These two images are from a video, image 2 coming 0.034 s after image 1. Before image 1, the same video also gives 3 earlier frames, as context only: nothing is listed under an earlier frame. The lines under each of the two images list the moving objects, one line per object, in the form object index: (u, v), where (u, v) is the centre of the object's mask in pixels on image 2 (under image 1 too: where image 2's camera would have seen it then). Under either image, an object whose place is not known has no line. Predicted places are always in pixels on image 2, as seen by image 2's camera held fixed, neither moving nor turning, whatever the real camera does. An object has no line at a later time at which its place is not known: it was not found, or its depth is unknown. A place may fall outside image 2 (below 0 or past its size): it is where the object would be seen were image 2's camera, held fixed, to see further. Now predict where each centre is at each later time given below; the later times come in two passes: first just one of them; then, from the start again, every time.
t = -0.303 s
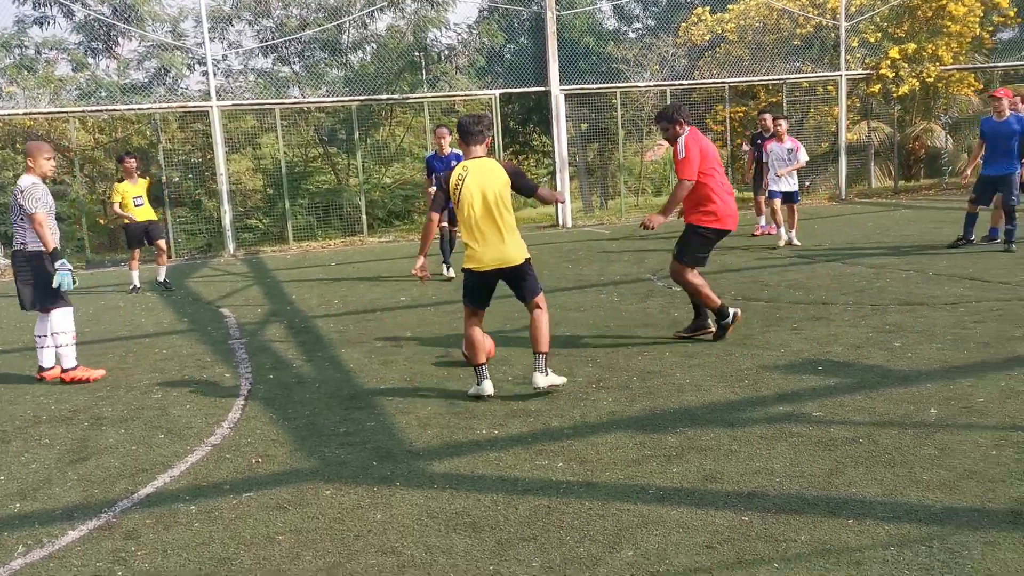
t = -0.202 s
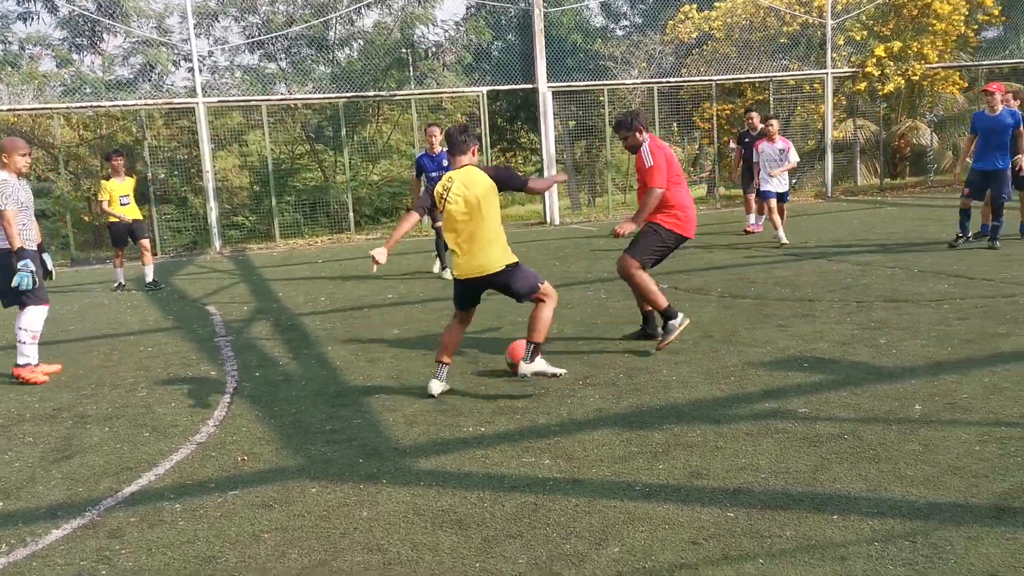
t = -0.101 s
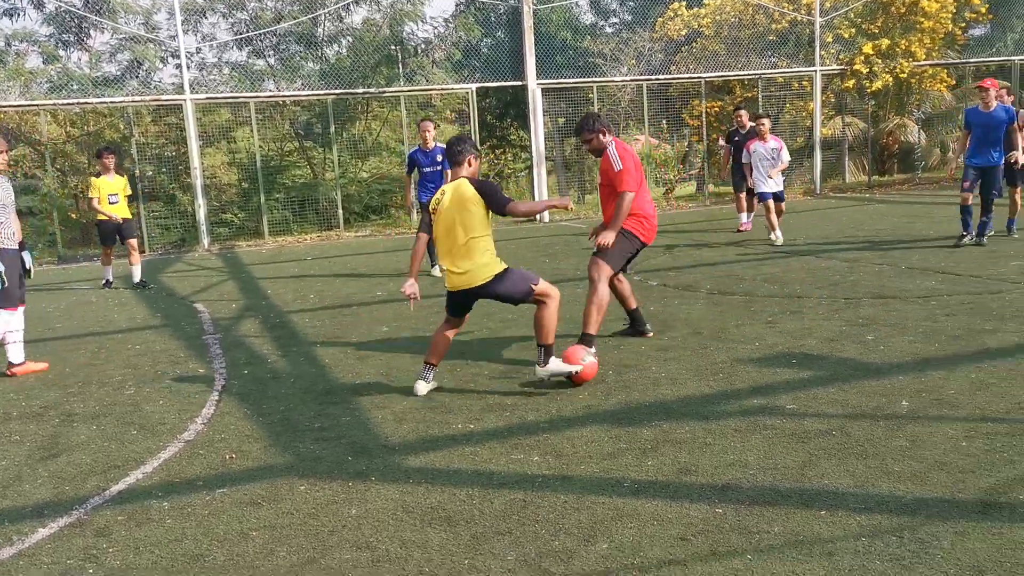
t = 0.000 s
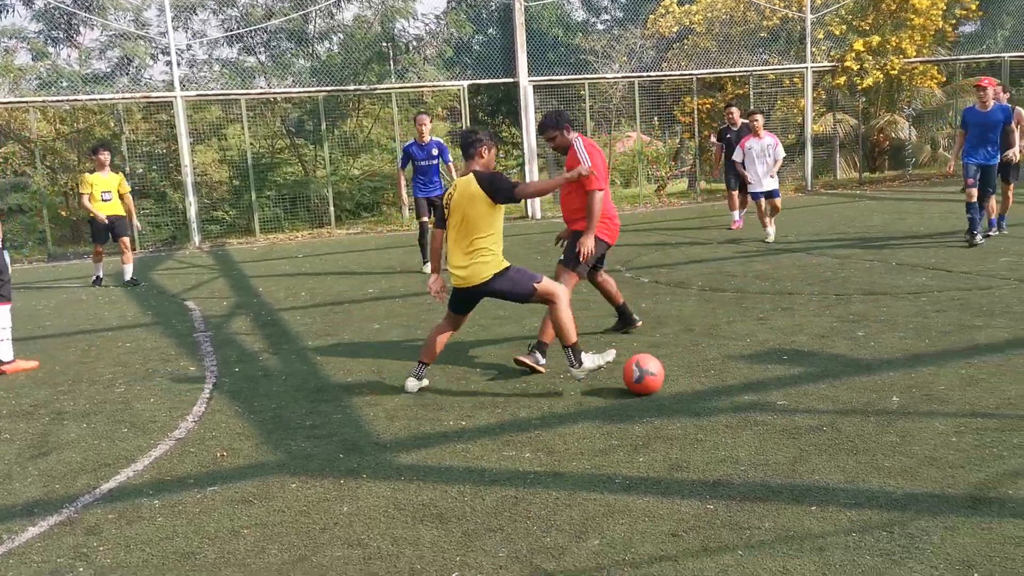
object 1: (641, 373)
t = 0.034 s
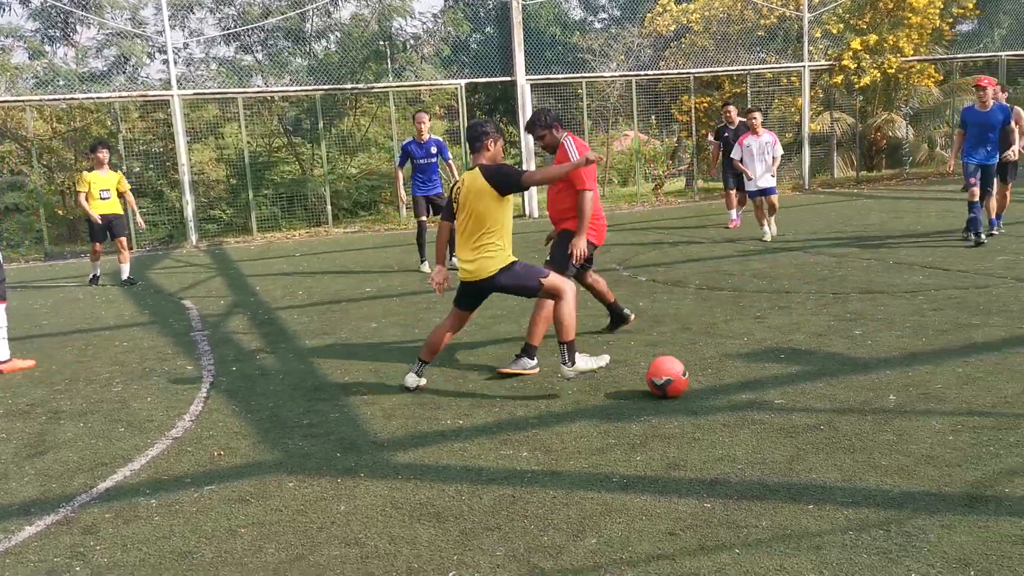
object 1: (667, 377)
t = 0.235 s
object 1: (849, 396)
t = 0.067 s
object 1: (694, 380)
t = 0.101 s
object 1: (722, 384)
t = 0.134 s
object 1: (752, 387)
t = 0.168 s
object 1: (784, 392)
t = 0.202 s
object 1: (816, 395)
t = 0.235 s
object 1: (849, 396)
